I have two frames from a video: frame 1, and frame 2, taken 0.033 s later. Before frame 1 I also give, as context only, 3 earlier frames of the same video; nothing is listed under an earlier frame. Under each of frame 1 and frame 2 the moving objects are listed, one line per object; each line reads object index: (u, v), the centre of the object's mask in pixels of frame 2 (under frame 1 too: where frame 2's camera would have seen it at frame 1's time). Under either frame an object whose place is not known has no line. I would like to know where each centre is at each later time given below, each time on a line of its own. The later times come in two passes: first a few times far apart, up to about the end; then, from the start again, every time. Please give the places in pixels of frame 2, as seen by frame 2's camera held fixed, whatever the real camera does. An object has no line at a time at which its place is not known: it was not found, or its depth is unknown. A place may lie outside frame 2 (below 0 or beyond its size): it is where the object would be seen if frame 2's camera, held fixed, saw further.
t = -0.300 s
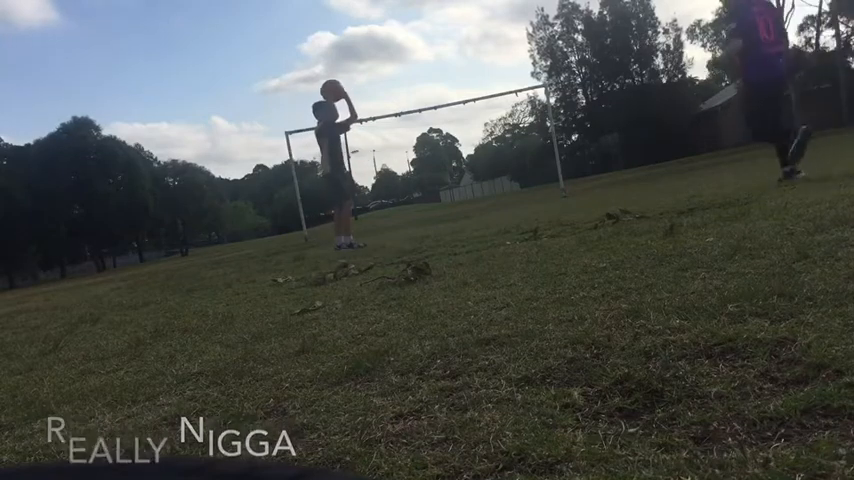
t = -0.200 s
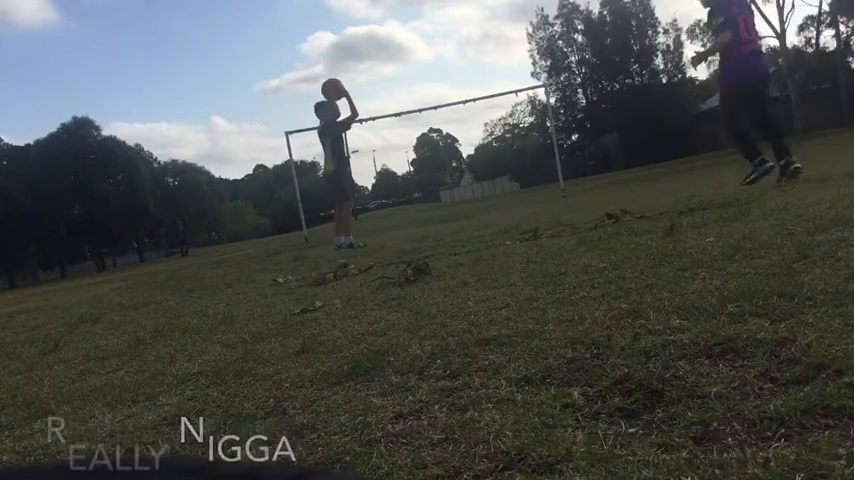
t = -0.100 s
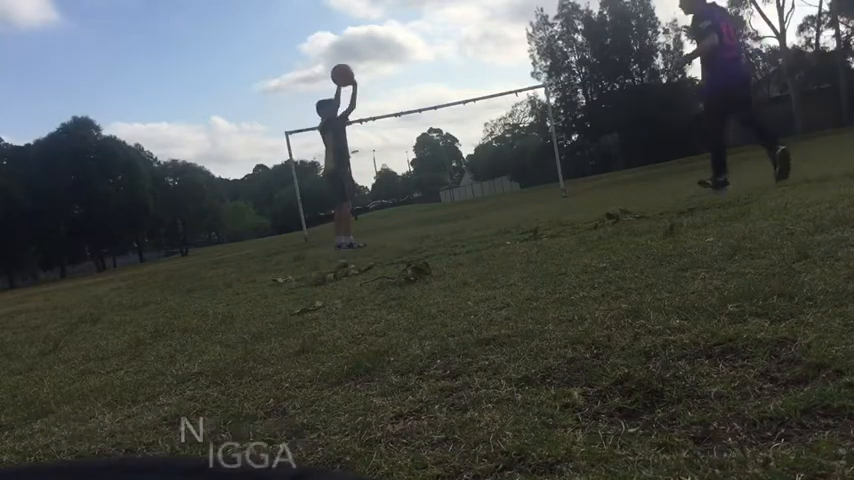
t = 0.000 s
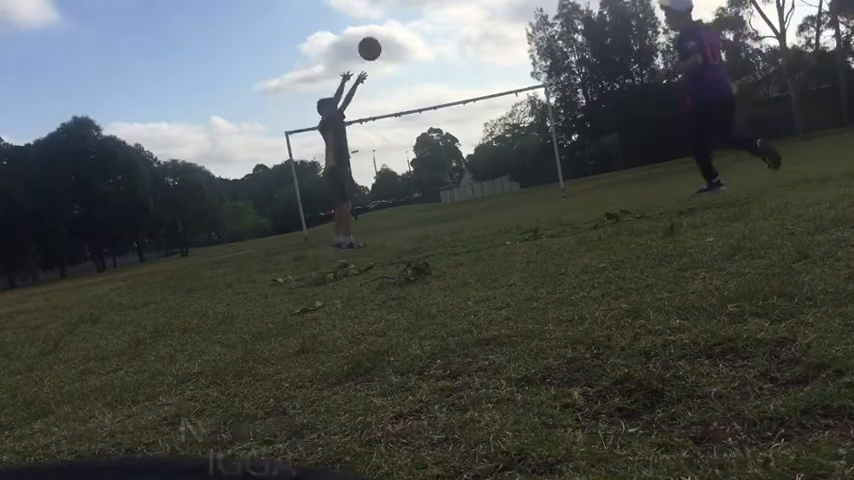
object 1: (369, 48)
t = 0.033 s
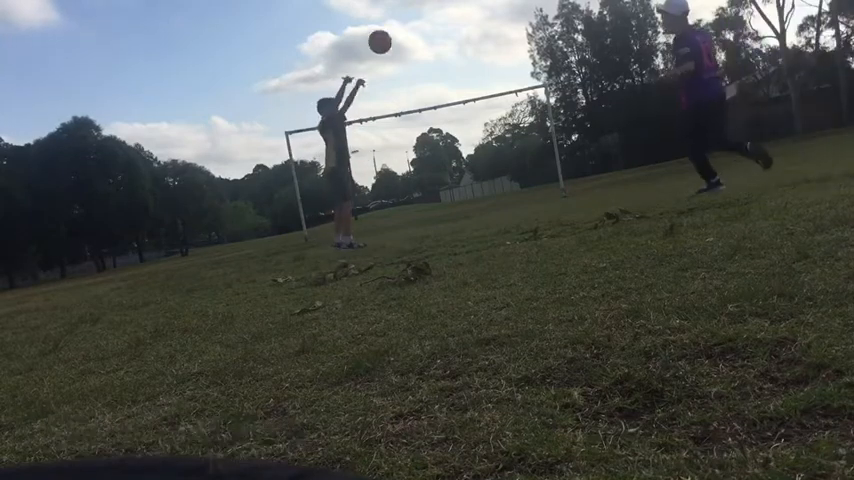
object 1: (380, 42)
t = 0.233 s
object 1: (447, 24)
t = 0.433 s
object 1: (524, 51)
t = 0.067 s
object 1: (390, 36)
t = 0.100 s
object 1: (401, 31)
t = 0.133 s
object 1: (412, 28)
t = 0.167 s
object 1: (423, 25)
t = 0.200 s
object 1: (435, 24)
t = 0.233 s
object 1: (447, 24)
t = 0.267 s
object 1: (459, 25)
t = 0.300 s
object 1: (472, 28)
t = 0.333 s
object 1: (485, 31)
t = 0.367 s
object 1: (498, 36)
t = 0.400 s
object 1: (511, 43)
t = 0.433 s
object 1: (524, 51)
